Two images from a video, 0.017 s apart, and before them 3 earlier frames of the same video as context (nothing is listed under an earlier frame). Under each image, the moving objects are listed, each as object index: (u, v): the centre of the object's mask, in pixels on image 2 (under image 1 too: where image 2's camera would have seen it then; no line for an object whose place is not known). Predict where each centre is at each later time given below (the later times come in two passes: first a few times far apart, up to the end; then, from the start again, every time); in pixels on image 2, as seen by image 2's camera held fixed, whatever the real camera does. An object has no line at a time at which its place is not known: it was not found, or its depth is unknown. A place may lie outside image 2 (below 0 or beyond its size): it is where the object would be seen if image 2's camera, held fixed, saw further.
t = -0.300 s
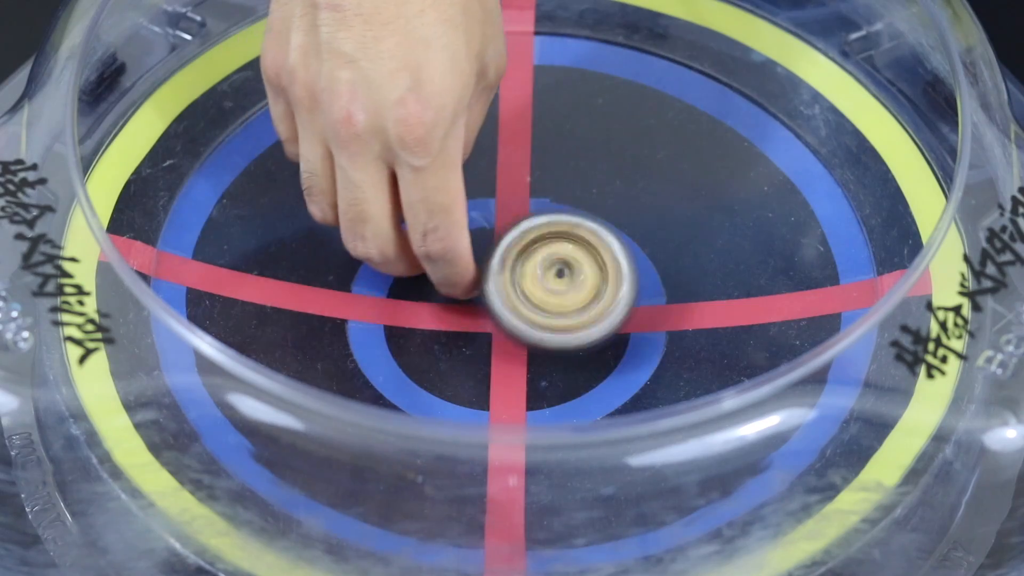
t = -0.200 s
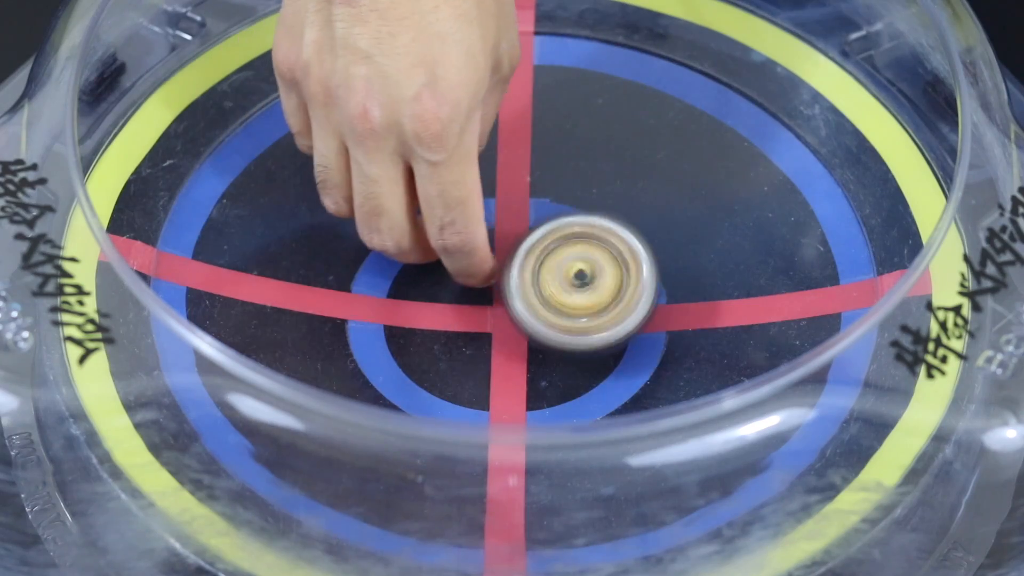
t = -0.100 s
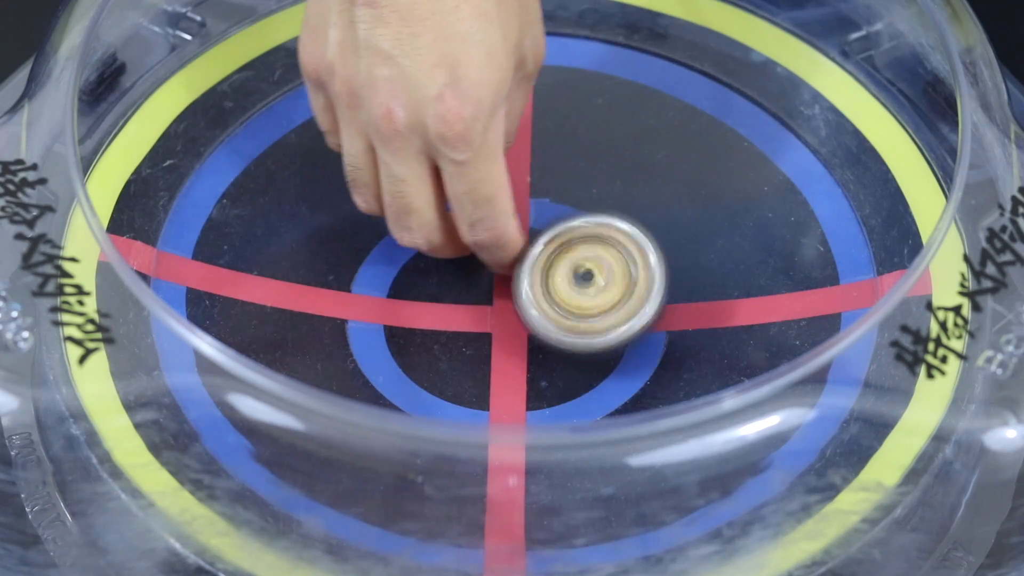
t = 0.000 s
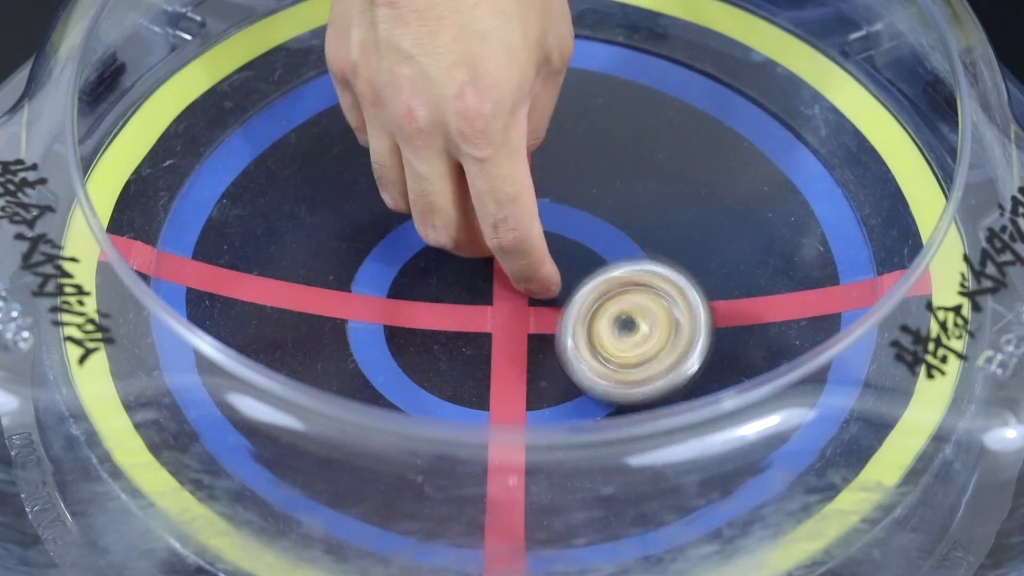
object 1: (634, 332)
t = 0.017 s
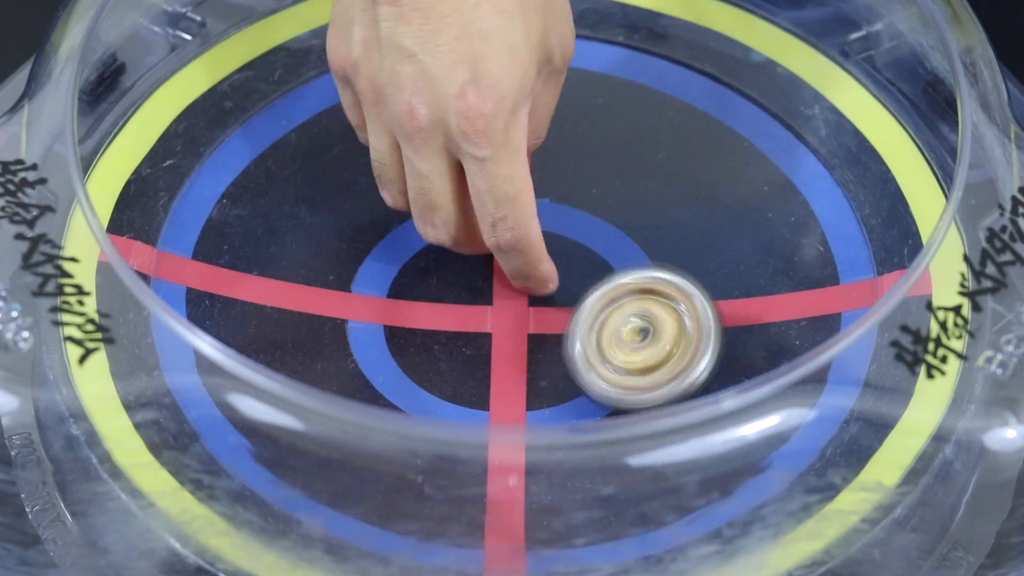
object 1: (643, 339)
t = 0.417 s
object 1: (674, 347)
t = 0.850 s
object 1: (527, 293)
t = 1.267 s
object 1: (363, 214)
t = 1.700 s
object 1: (418, 239)
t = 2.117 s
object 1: (657, 275)
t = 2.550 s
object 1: (647, 278)
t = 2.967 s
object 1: (433, 277)
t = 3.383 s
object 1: (378, 260)
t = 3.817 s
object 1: (564, 247)
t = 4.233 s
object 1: (650, 245)
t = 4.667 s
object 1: (471, 319)
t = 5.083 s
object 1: (406, 301)
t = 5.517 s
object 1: (550, 192)
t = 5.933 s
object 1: (601, 230)
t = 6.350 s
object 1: (502, 357)
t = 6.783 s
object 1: (428, 262)
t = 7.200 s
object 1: (523, 184)
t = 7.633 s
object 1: (608, 307)
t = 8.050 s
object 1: (447, 330)
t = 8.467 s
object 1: (477, 191)
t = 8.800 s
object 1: (606, 237)
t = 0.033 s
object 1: (651, 344)
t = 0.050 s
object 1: (660, 348)
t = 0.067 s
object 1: (667, 351)
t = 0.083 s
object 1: (675, 353)
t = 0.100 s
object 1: (682, 356)
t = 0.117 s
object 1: (689, 355)
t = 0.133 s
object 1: (695, 356)
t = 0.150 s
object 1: (699, 356)
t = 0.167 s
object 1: (704, 356)
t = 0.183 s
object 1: (706, 356)
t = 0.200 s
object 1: (709, 355)
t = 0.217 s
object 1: (709, 355)
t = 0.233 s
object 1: (710, 354)
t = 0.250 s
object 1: (709, 354)
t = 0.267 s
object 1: (708, 352)
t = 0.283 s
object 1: (705, 352)
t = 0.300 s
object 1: (703, 353)
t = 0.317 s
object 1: (699, 351)
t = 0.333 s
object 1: (696, 350)
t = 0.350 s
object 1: (692, 351)
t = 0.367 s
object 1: (688, 349)
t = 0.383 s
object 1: (683, 348)
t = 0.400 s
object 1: (679, 347)
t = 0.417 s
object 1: (674, 347)
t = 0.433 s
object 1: (670, 345)
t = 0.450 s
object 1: (665, 343)
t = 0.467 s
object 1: (661, 340)
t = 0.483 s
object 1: (655, 338)
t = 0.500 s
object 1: (650, 336)
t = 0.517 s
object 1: (646, 333)
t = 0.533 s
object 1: (640, 331)
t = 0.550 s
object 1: (636, 329)
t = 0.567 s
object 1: (632, 327)
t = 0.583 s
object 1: (628, 326)
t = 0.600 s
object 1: (624, 324)
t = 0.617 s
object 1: (621, 322)
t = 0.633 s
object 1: (616, 321)
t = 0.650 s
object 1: (612, 320)
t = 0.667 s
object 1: (608, 318)
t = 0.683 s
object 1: (602, 317)
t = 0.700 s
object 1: (597, 315)
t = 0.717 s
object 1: (591, 314)
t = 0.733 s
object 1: (585, 312)
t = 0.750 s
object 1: (579, 310)
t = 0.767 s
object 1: (572, 307)
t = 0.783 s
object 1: (563, 305)
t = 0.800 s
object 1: (556, 302)
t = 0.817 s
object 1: (546, 299)
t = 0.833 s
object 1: (538, 296)
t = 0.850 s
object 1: (527, 293)
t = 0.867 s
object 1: (518, 289)
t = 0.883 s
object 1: (507, 285)
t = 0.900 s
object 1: (496, 281)
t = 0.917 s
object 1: (486, 277)
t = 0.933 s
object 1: (474, 273)
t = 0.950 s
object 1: (464, 269)
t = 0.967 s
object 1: (452, 263)
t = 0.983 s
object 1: (442, 260)
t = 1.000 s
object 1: (432, 254)
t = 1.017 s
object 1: (423, 250)
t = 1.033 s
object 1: (414, 246)
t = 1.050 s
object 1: (405, 242)
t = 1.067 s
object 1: (397, 238)
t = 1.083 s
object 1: (389, 233)
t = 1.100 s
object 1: (382, 230)
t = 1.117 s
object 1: (376, 227)
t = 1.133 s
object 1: (372, 224)
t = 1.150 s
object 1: (368, 222)
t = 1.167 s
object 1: (365, 219)
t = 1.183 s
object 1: (363, 218)
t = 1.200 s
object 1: (362, 216)
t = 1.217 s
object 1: (362, 215)
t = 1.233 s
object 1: (362, 214)
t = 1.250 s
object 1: (362, 214)
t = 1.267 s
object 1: (363, 214)
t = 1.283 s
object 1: (364, 214)
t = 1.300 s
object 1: (364, 214)
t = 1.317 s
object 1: (366, 215)
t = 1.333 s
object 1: (367, 216)
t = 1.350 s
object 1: (369, 216)
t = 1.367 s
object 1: (371, 217)
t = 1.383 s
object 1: (372, 218)
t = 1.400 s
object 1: (375, 219)
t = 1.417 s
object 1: (375, 220)
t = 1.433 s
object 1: (379, 221)
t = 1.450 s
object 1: (379, 222)
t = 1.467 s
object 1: (382, 223)
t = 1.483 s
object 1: (384, 224)
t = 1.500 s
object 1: (386, 224)
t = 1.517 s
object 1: (388, 227)
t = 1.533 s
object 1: (390, 227)
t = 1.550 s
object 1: (392, 229)
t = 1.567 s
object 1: (393, 230)
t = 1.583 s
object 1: (396, 231)
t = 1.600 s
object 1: (397, 232)
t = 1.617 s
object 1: (399, 233)
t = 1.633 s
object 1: (401, 235)
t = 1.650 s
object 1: (404, 234)
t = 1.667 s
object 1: (409, 236)
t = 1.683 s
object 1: (413, 237)
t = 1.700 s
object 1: (418, 239)
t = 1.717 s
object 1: (423, 240)
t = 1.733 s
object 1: (430, 242)
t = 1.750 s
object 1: (435, 243)
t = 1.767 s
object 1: (443, 245)
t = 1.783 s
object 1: (450, 246)
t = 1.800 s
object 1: (459, 248)
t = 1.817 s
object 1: (469, 250)
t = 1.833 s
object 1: (479, 252)
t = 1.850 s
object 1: (491, 254)
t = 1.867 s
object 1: (501, 256)
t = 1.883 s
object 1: (513, 258)
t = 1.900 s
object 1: (525, 260)
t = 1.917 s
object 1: (536, 261)
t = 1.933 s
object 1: (549, 264)
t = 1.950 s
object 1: (561, 265)
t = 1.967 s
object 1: (574, 266)
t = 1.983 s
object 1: (585, 268)
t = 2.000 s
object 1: (598, 269)
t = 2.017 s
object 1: (607, 270)
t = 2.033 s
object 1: (617, 271)
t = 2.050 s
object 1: (627, 273)
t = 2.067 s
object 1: (636, 274)
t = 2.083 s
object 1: (645, 274)
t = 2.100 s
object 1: (651, 276)
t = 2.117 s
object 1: (657, 275)
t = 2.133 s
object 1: (663, 278)
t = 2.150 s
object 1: (667, 279)
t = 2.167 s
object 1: (670, 280)
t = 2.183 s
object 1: (671, 281)
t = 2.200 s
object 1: (673, 281)
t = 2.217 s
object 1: (673, 282)
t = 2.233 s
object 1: (673, 283)
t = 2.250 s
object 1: (673, 283)
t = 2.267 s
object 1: (672, 283)
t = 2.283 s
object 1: (672, 282)
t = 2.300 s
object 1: (671, 283)
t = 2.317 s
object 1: (670, 282)
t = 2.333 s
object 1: (671, 282)
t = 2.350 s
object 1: (668, 282)
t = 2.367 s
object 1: (667, 280)
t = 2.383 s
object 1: (665, 281)
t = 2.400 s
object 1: (663, 280)
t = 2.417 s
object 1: (662, 280)
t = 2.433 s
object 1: (659, 279)
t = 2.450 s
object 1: (658, 279)
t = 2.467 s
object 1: (656, 279)
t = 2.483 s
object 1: (654, 279)
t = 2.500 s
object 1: (652, 279)
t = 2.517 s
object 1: (650, 278)
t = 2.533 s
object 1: (649, 278)
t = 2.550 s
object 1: (647, 278)
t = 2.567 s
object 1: (645, 278)
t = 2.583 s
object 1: (642, 279)
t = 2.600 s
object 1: (639, 279)
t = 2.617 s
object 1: (636, 279)
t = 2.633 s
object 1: (631, 280)
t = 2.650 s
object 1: (627, 280)
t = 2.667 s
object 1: (621, 281)
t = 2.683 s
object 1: (615, 281)
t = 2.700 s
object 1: (609, 281)
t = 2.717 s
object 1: (600, 282)
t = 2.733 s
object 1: (593, 282)
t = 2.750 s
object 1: (583, 283)
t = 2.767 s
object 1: (573, 283)
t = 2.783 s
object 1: (564, 284)
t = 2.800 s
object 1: (552, 284)
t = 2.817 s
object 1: (541, 283)
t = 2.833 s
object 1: (529, 283)
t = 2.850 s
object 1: (517, 282)
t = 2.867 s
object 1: (506, 282)
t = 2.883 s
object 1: (492, 282)
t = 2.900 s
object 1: (481, 281)
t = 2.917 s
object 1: (469, 281)
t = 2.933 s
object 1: (457, 280)
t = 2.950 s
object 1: (444, 278)
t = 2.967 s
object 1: (433, 277)
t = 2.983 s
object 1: (423, 275)
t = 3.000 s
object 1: (412, 274)
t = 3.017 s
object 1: (401, 272)
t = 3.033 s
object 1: (394, 271)
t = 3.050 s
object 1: (386, 269)
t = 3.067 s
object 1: (379, 267)
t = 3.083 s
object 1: (372, 265)
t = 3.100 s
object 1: (367, 264)
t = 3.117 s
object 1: (363, 261)
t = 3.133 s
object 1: (360, 260)
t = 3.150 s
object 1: (357, 259)
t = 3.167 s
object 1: (358, 257)
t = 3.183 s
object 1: (357, 256)
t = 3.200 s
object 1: (356, 255)
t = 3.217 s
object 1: (359, 255)
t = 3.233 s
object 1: (360, 255)
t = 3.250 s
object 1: (360, 254)
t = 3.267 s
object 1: (363, 255)
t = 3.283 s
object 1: (364, 256)
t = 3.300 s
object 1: (367, 256)
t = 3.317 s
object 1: (368, 257)
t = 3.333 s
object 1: (370, 258)
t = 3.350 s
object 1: (373, 259)
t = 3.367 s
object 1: (375, 259)
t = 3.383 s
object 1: (378, 260)
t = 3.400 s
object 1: (380, 262)
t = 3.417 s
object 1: (382, 263)
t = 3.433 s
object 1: (385, 264)
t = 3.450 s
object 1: (386, 265)
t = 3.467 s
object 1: (389, 265)
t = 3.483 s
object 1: (391, 266)
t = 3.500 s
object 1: (394, 267)
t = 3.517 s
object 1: (397, 266)
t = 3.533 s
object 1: (402, 267)
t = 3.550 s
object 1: (406, 266)
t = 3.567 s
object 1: (412, 265)
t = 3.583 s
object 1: (417, 266)
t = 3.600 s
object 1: (423, 265)
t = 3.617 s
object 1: (432, 265)
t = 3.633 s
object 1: (439, 265)
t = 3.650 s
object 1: (449, 262)
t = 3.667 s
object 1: (460, 262)
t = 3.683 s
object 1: (470, 260)
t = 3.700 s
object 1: (480, 259)
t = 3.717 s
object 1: (491, 259)
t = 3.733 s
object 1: (502, 257)
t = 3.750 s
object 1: (515, 254)
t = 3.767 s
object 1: (527, 253)
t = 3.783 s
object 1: (539, 251)
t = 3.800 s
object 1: (553, 249)
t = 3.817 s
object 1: (564, 247)
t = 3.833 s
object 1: (575, 245)
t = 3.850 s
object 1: (587, 244)
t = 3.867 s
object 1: (598, 242)
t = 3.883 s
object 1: (607, 240)
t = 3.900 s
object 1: (616, 238)
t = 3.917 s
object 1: (627, 237)
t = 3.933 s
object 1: (634, 235)
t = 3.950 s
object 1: (641, 235)
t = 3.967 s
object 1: (650, 234)
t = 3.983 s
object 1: (654, 234)
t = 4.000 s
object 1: (658, 234)
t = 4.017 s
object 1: (662, 235)
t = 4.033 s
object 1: (664, 235)
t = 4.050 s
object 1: (666, 236)
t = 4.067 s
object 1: (667, 238)
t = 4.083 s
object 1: (666, 239)
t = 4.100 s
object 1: (666, 239)
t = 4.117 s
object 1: (665, 241)
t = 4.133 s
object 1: (663, 241)
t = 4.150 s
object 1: (663, 242)
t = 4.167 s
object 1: (660, 244)
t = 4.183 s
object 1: (657, 243)
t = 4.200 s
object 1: (656, 244)
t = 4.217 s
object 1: (652, 245)
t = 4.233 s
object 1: (650, 245)
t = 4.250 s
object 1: (646, 246)
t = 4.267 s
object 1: (642, 247)
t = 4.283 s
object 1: (639, 248)
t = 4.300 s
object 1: (635, 249)
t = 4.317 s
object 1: (630, 251)
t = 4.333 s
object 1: (627, 251)
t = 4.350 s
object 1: (623, 253)
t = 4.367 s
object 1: (618, 256)
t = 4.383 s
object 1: (614, 258)
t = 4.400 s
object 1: (610, 260)
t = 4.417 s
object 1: (604, 263)
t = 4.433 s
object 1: (599, 267)
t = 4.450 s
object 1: (593, 270)
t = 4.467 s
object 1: (584, 275)
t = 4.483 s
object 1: (577, 278)
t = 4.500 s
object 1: (570, 282)
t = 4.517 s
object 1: (559, 287)
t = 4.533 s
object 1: (551, 291)
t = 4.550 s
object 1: (541, 295)
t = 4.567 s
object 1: (530, 299)
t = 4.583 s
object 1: (522, 303)
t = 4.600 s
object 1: (512, 307)
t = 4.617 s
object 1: (501, 311)
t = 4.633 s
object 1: (490, 314)
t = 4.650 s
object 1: (481, 316)
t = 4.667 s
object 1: (471, 319)
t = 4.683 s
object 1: (460, 322)
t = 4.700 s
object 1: (452, 324)
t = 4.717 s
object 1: (444, 325)
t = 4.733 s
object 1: (435, 327)
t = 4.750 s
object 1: (428, 327)
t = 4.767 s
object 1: (421, 327)
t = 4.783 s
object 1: (415, 327)
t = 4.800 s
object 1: (410, 327)
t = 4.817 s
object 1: (403, 326)
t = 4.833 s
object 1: (399, 324)
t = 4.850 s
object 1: (397, 324)
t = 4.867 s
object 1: (392, 322)
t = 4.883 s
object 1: (391, 320)
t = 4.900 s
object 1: (391, 319)
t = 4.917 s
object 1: (389, 317)
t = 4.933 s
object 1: (389, 315)
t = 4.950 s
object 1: (390, 312)
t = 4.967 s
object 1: (390, 312)
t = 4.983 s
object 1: (393, 310)
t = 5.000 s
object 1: (394, 307)
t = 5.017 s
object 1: (396, 307)
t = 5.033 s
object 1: (399, 306)
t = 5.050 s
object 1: (401, 303)
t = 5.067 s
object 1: (403, 303)
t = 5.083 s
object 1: (406, 301)
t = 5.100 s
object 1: (408, 299)
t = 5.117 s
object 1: (412, 298)
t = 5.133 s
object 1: (414, 295)
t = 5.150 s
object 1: (417, 294)
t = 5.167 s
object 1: (422, 290)
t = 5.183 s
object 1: (425, 287)
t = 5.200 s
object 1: (429, 284)
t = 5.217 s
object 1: (434, 280)
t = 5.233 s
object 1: (439, 276)
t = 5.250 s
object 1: (443, 270)
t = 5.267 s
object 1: (449, 266)
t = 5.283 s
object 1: (456, 261)
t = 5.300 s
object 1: (460, 255)
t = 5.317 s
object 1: (467, 250)
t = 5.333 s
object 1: (475, 244)
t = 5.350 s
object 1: (480, 239)
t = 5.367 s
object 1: (487, 233)
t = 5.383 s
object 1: (495, 226)
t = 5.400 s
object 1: (502, 222)
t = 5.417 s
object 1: (509, 215)
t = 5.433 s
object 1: (516, 211)
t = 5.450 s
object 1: (525, 207)
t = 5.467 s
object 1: (530, 201)
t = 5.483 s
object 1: (538, 198)
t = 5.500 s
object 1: (545, 194)
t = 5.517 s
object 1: (550, 192)
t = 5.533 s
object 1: (557, 189)
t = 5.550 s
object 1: (564, 187)
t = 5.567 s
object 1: (569, 186)
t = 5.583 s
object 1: (574, 185)
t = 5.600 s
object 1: (579, 184)
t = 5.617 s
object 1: (585, 184)
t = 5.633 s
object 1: (588, 184)
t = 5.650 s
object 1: (593, 185)
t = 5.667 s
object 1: (597, 185)
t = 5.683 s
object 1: (599, 188)
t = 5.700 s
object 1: (602, 188)
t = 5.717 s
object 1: (603, 190)
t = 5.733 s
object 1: (606, 192)
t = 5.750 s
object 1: (605, 194)
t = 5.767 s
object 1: (607, 196)
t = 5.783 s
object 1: (606, 198)
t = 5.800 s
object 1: (607, 202)
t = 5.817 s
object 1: (607, 203)
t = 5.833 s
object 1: (606, 208)
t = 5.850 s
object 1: (605, 210)
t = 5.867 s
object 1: (604, 214)
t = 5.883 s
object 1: (604, 218)
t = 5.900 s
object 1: (603, 221)
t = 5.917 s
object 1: (602, 225)
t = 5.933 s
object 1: (601, 230)
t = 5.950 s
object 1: (601, 234)
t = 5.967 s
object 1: (599, 239)
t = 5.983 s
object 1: (597, 246)
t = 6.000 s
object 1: (596, 249)
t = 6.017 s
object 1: (594, 256)
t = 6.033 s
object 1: (592, 262)
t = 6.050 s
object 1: (588, 269)
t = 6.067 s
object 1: (588, 274)
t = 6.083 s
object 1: (584, 281)
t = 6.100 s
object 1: (581, 289)
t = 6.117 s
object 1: (578, 294)
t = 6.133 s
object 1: (575, 301)
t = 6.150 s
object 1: (570, 307)
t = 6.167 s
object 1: (565, 314)
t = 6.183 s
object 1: (562, 319)
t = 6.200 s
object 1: (556, 326)
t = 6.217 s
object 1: (551, 331)
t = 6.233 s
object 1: (544, 336)
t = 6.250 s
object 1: (540, 340)
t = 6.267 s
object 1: (534, 344)
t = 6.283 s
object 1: (526, 348)
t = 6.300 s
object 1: (522, 350)
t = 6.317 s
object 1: (515, 353)
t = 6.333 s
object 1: (510, 356)
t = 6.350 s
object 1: (502, 357)
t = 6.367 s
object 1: (498, 358)
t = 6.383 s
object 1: (493, 358)
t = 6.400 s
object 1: (488, 359)
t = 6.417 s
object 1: (483, 358)
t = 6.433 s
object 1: (479, 356)
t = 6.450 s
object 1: (474, 356)
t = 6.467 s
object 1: (469, 353)
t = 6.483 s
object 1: (466, 350)
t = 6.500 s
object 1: (463, 348)
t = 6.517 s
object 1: (459, 345)
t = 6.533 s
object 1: (454, 341)
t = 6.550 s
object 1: (454, 338)
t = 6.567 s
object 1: (450, 334)
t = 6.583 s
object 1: (448, 331)
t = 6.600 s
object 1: (444, 325)
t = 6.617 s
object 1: (444, 321)
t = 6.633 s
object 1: (441, 316)
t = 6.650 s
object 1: (438, 311)
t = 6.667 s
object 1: (435, 305)
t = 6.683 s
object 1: (435, 300)
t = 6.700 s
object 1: (433, 295)
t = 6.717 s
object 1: (431, 288)
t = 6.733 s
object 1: (430, 282)
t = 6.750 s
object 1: (430, 275)
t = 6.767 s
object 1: (430, 271)
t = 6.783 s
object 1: (428, 262)
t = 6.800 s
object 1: (429, 256)
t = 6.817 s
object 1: (430, 249)
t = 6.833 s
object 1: (432, 245)
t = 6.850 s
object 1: (432, 239)
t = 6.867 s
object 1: (433, 232)
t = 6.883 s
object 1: (435, 226)
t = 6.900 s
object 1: (441, 223)
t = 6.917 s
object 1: (441, 217)
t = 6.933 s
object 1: (443, 211)
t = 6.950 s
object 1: (447, 205)
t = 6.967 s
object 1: (453, 202)
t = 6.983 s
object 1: (456, 200)
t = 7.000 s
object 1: (460, 194)
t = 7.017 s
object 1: (464, 191)
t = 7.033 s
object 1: (472, 188)
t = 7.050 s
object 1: (476, 187)
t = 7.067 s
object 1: (480, 183)
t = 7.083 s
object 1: (484, 181)
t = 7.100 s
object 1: (492, 181)
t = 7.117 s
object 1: (497, 182)
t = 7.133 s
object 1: (501, 181)
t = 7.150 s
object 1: (507, 180)
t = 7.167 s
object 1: (514, 179)
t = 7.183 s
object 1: (520, 183)
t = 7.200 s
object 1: (523, 184)
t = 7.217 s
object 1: (529, 185)
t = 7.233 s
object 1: (534, 185)
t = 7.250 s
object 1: (541, 189)
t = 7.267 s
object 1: (545, 192)
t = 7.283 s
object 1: (550, 195)
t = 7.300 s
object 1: (557, 197)
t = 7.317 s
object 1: (564, 201)
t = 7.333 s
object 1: (568, 206)
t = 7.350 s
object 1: (573, 209)
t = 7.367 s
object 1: (579, 214)
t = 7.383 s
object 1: (585, 217)
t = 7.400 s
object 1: (589, 224)
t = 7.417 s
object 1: (593, 230)
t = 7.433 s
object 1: (596, 235)
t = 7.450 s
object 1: (602, 240)
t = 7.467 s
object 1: (606, 246)
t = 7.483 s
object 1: (607, 254)
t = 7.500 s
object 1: (609, 258)
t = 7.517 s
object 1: (611, 264)
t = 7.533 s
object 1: (613, 270)
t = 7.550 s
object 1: (614, 277)
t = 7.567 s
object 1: (612, 284)
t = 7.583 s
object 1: (612, 289)
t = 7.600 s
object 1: (612, 295)
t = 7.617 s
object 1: (611, 300)
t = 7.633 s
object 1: (608, 307)
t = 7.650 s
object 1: (605, 312)
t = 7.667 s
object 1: (600, 319)
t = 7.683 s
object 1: (598, 322)
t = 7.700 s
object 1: (593, 328)
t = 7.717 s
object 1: (587, 333)
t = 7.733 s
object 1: (582, 336)
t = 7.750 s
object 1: (576, 341)
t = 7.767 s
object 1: (569, 344)
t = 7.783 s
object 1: (563, 348)
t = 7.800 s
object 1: (557, 350)
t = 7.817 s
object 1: (550, 352)
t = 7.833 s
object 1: (542, 354)
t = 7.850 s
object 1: (534, 355)
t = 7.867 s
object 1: (525, 356)
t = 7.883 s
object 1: (519, 356)
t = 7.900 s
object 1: (510, 355)
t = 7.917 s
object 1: (503, 355)
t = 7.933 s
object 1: (495, 354)
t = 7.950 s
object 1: (486, 351)
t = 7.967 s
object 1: (481, 350)
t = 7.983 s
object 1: (472, 345)
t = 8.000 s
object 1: (467, 343)
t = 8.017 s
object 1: (459, 338)
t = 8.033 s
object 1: (452, 333)
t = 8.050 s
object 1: (447, 330)
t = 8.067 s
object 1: (442, 323)
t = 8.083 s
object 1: (438, 318)
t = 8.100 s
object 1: (433, 313)
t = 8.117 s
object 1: (428, 306)
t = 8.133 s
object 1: (426, 301)
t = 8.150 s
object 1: (423, 294)
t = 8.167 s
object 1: (420, 286)
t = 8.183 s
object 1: (418, 281)
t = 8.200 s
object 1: (417, 272)
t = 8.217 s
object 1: (417, 266)
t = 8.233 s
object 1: (417, 259)
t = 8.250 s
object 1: (418, 252)
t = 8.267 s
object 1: (420, 247)
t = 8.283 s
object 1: (422, 240)
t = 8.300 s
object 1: (425, 235)
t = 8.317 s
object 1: (428, 229)
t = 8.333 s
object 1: (431, 224)
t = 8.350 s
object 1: (436, 218)
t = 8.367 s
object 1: (440, 213)
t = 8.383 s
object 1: (445, 208)
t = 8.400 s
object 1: (451, 204)
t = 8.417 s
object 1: (456, 200)
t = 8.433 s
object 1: (464, 196)
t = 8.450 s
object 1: (469, 195)
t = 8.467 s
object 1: (477, 191)
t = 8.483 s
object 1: (484, 189)
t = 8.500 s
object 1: (490, 188)
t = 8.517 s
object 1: (498, 186)
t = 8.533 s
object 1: (506, 186)
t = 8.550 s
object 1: (513, 185)
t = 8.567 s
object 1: (520, 187)
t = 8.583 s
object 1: (528, 187)
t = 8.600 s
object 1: (535, 188)
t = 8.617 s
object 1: (543, 190)
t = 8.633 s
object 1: (549, 192)
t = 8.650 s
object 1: (557, 195)
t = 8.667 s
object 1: (563, 199)
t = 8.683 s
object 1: (570, 202)
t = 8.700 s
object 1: (577, 205)
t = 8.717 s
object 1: (583, 211)
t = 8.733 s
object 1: (589, 215)
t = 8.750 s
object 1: (593, 220)
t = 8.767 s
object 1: (598, 227)
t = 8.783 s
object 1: (603, 232)
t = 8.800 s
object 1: (606, 237)
